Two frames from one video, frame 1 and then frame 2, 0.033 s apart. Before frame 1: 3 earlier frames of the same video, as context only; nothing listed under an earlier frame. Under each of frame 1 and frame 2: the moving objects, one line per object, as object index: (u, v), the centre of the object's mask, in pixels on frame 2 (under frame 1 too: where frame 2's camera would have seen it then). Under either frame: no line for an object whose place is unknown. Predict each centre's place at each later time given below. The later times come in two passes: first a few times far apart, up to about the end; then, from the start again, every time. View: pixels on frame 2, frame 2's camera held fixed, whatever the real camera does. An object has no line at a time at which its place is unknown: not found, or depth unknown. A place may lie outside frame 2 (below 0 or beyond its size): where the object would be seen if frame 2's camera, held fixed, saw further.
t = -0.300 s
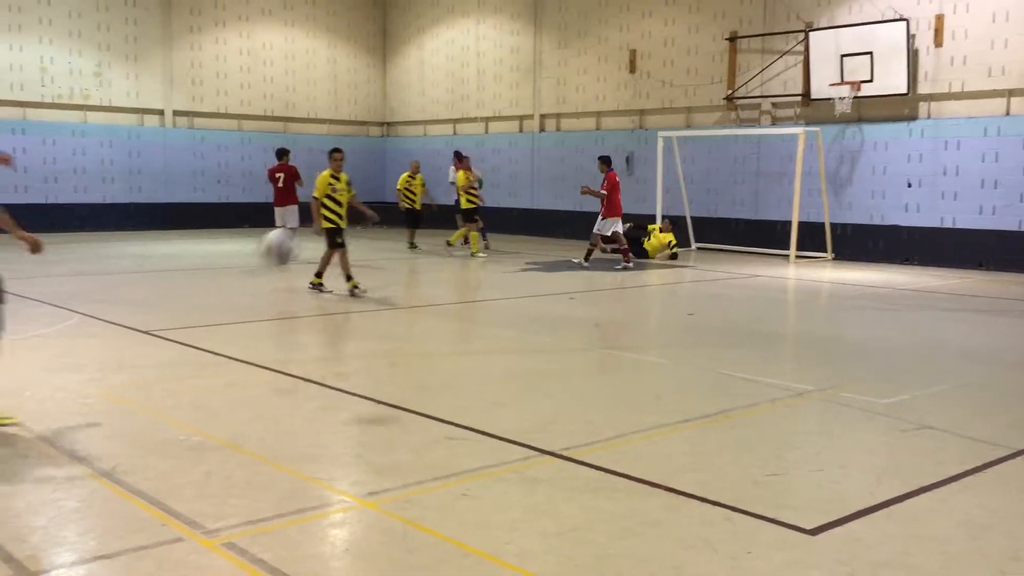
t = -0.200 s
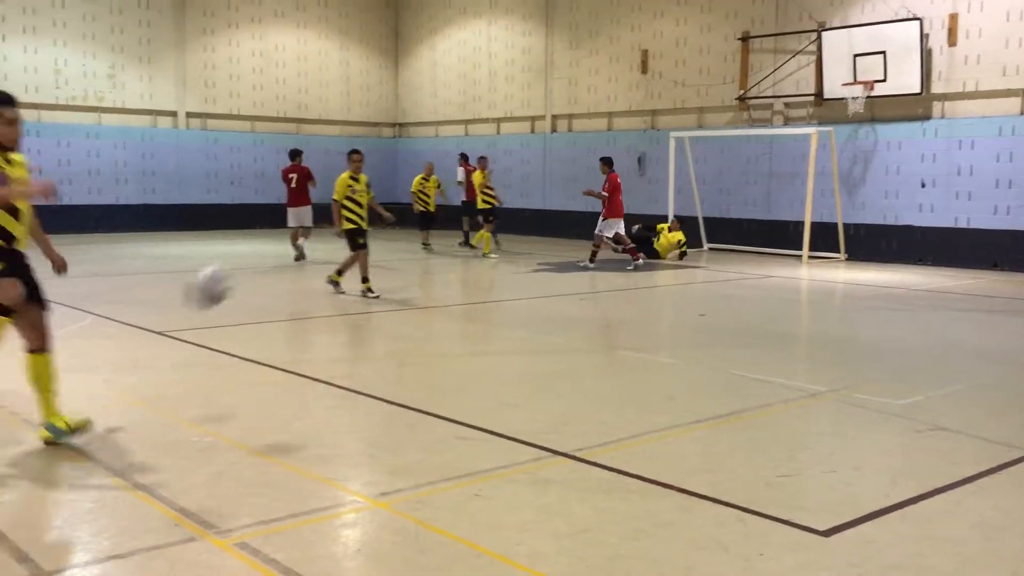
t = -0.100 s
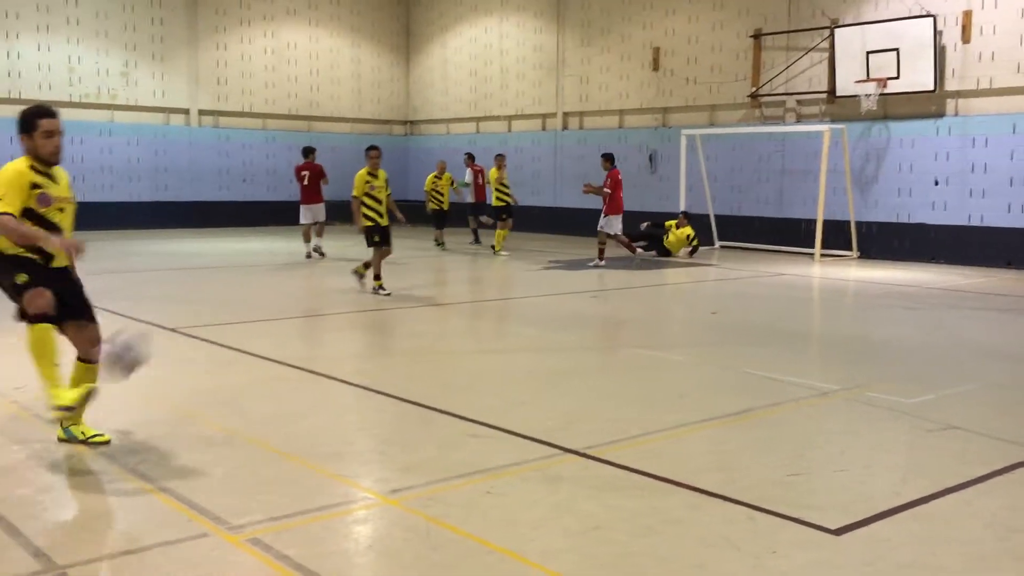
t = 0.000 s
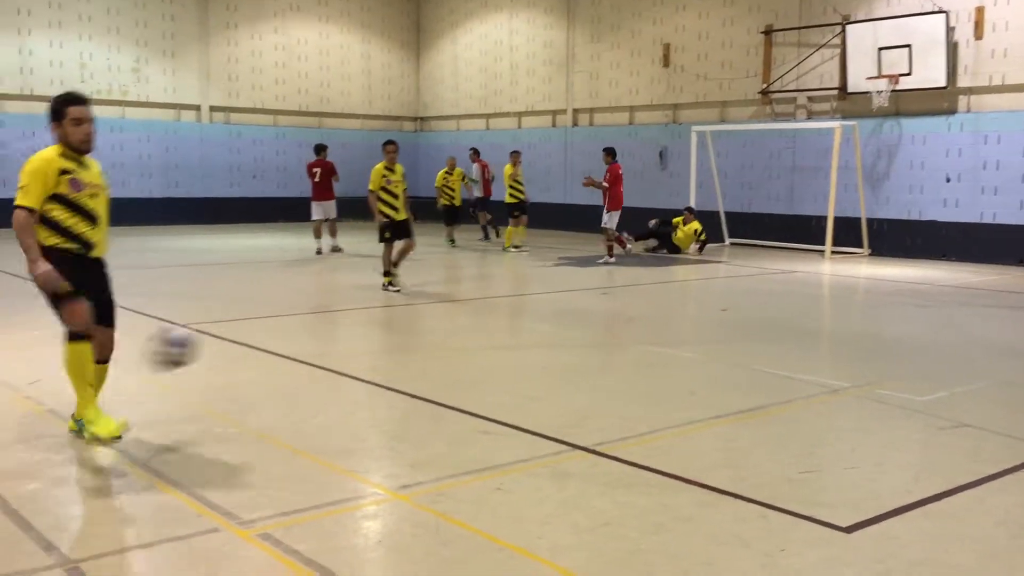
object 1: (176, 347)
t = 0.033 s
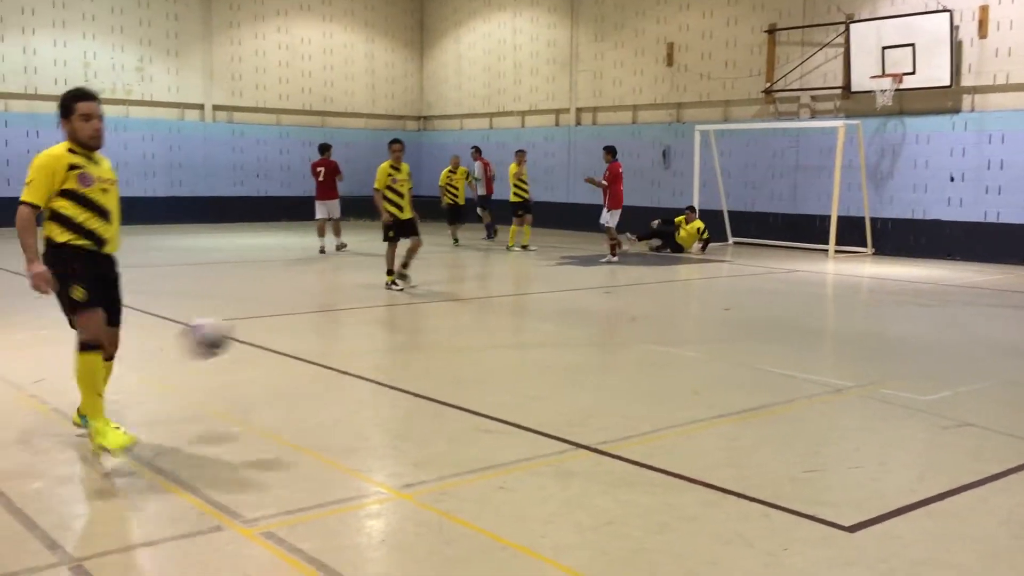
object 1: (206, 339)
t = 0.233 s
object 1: (373, 330)
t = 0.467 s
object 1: (531, 401)
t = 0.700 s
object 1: (620, 345)
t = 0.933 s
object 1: (704, 383)
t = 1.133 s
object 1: (784, 369)
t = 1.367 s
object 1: (868, 390)
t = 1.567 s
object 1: (929, 373)
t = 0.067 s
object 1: (236, 330)
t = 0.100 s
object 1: (264, 325)
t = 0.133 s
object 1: (292, 322)
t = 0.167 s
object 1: (321, 322)
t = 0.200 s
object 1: (344, 323)
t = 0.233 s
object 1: (373, 330)
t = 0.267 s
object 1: (396, 336)
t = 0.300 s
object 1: (422, 345)
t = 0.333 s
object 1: (443, 353)
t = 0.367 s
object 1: (468, 366)
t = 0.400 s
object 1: (491, 378)
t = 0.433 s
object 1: (513, 395)
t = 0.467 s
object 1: (531, 401)
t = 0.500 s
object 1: (544, 387)
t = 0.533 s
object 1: (557, 376)
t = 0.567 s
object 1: (570, 366)
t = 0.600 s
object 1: (582, 358)
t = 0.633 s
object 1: (595, 353)
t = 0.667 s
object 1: (605, 348)
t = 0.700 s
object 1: (620, 345)
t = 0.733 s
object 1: (632, 345)
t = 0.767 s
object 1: (645, 346)
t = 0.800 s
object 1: (657, 350)
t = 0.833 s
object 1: (671, 357)
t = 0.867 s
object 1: (682, 364)
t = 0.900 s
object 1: (694, 373)
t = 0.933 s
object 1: (704, 383)
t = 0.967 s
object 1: (718, 399)
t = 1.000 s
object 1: (730, 400)
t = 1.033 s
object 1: (744, 387)
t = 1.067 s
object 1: (757, 379)
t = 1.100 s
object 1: (770, 373)
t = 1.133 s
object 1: (784, 369)
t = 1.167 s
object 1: (794, 366)
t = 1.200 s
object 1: (806, 366)
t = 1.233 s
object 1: (819, 366)
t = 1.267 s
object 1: (831, 369)
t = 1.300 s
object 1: (843, 374)
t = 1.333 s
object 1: (856, 380)
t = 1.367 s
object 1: (868, 390)
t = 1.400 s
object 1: (880, 400)
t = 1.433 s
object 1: (895, 395)
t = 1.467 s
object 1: (906, 388)
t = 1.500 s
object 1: (916, 381)
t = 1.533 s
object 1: (922, 377)
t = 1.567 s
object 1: (929, 373)
